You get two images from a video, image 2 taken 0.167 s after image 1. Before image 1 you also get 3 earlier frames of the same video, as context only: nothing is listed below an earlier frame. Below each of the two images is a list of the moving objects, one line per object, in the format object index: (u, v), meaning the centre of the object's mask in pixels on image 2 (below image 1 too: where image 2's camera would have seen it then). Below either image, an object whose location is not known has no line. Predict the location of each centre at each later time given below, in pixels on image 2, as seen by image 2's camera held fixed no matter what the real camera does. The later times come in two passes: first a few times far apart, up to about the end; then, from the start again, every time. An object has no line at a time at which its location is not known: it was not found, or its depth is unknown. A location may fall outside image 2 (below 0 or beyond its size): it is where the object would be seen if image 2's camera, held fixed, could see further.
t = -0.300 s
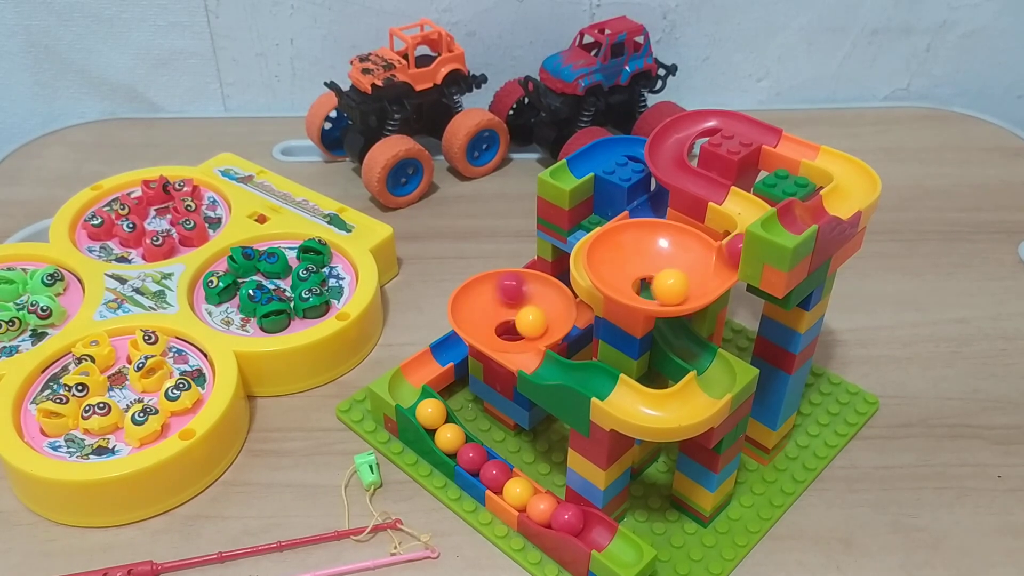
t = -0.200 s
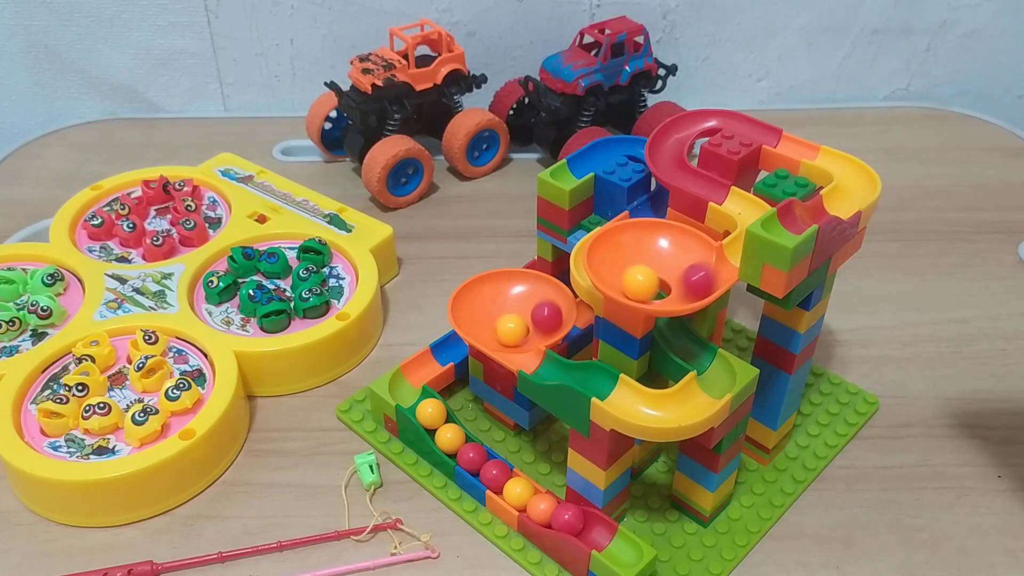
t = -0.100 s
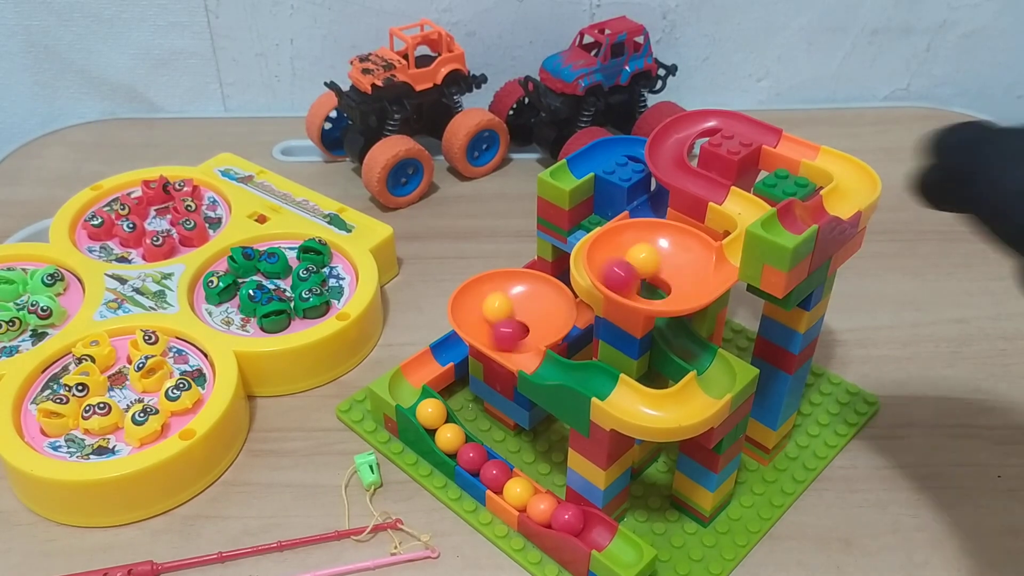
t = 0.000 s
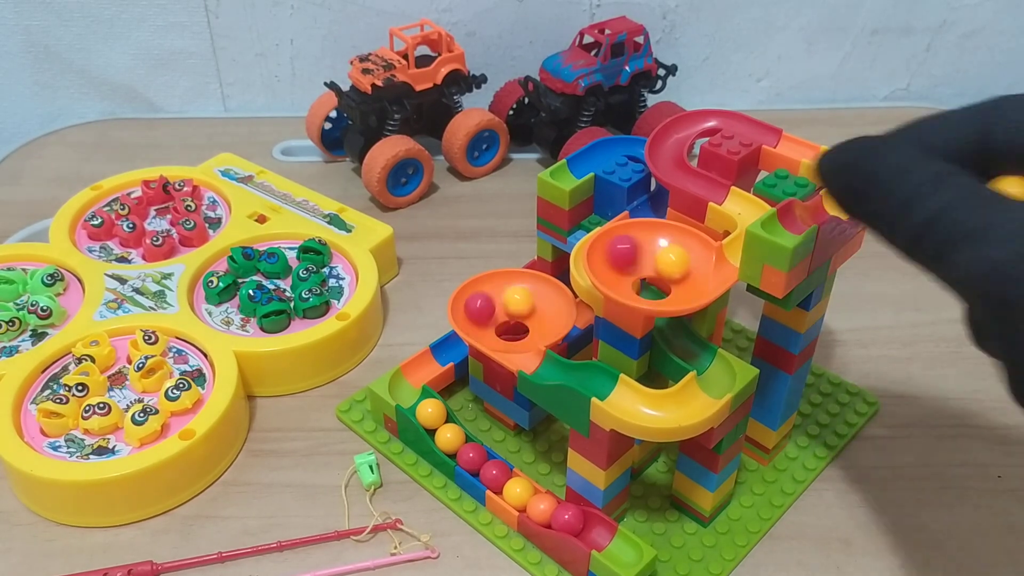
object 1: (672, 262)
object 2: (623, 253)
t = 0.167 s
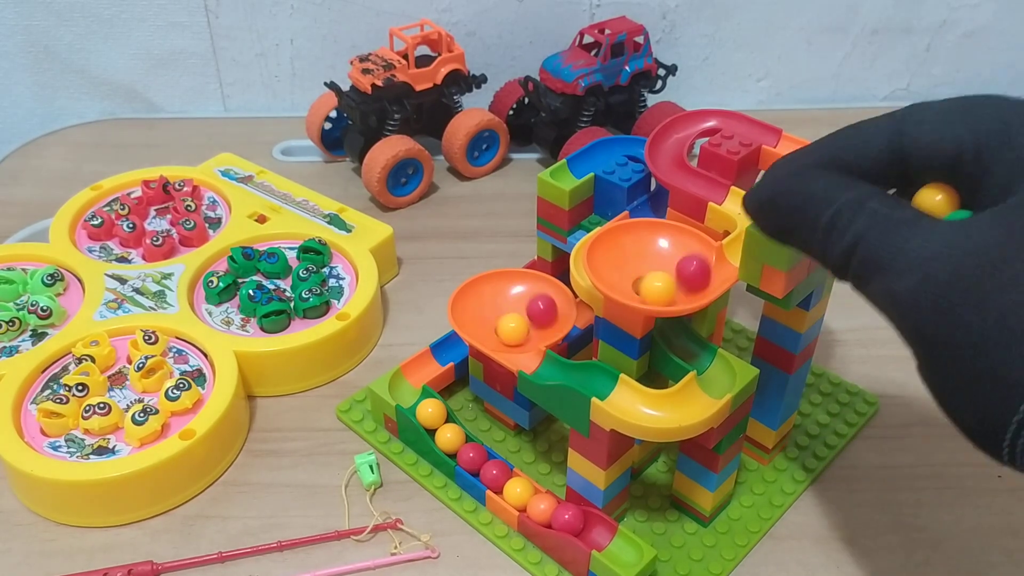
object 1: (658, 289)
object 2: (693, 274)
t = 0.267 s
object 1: (627, 268)
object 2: (657, 289)
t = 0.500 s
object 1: (684, 280)
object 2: (659, 261)
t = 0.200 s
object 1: (646, 285)
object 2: (682, 284)
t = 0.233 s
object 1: (633, 277)
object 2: (672, 289)
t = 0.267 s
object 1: (627, 268)
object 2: (657, 289)
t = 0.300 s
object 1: (627, 258)
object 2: (645, 287)
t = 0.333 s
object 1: (635, 251)
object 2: (633, 281)
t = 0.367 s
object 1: (649, 253)
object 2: (628, 274)
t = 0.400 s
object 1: (662, 257)
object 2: (628, 268)
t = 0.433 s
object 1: (676, 264)
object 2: (634, 264)
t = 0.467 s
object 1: (684, 272)
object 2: (646, 261)
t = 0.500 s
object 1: (684, 280)
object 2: (659, 261)
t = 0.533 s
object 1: (678, 286)
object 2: (672, 259)
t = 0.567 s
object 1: (666, 288)
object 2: (684, 266)
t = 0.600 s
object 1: (652, 287)
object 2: (684, 275)
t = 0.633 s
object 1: (639, 281)
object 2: (677, 281)
